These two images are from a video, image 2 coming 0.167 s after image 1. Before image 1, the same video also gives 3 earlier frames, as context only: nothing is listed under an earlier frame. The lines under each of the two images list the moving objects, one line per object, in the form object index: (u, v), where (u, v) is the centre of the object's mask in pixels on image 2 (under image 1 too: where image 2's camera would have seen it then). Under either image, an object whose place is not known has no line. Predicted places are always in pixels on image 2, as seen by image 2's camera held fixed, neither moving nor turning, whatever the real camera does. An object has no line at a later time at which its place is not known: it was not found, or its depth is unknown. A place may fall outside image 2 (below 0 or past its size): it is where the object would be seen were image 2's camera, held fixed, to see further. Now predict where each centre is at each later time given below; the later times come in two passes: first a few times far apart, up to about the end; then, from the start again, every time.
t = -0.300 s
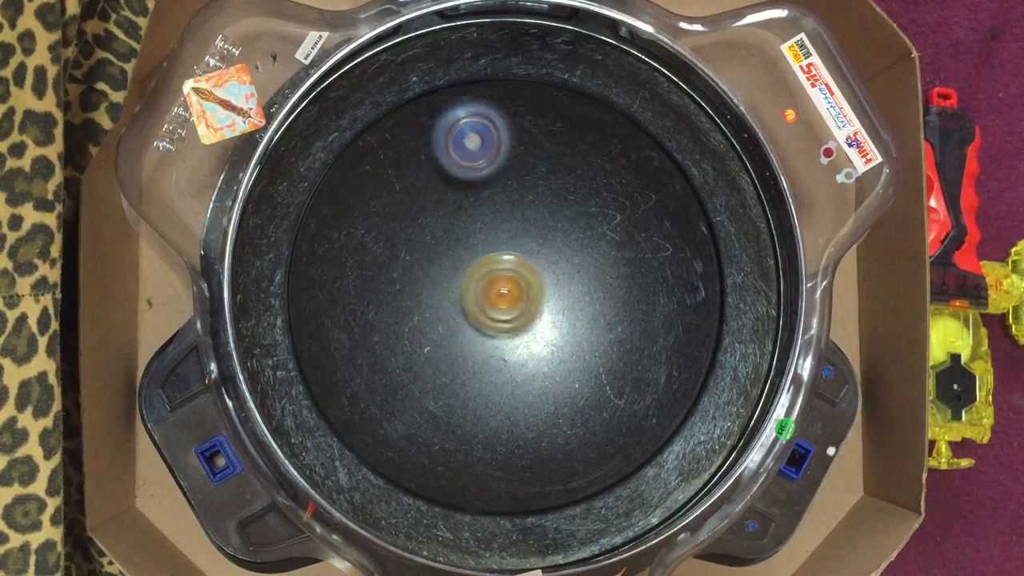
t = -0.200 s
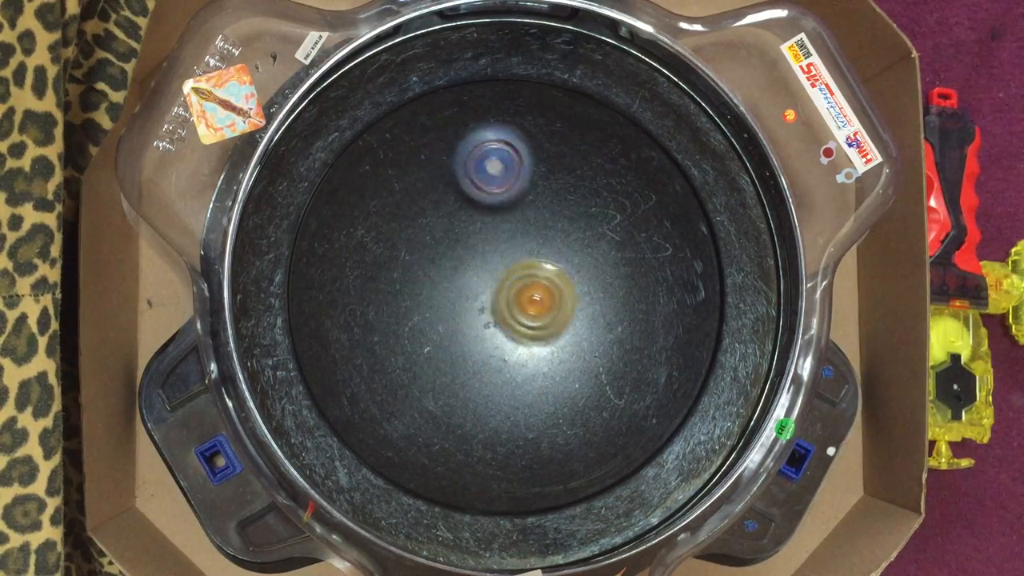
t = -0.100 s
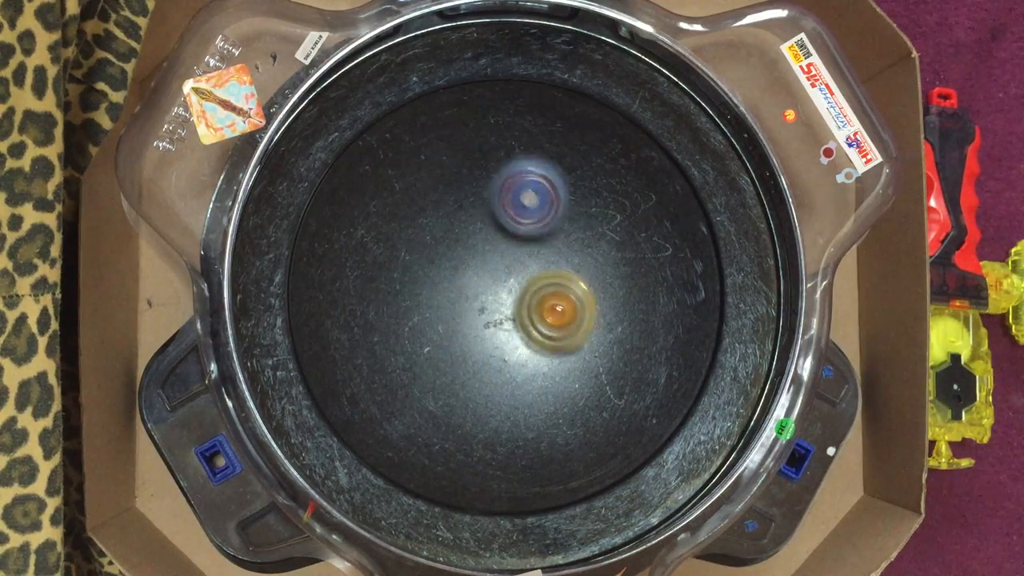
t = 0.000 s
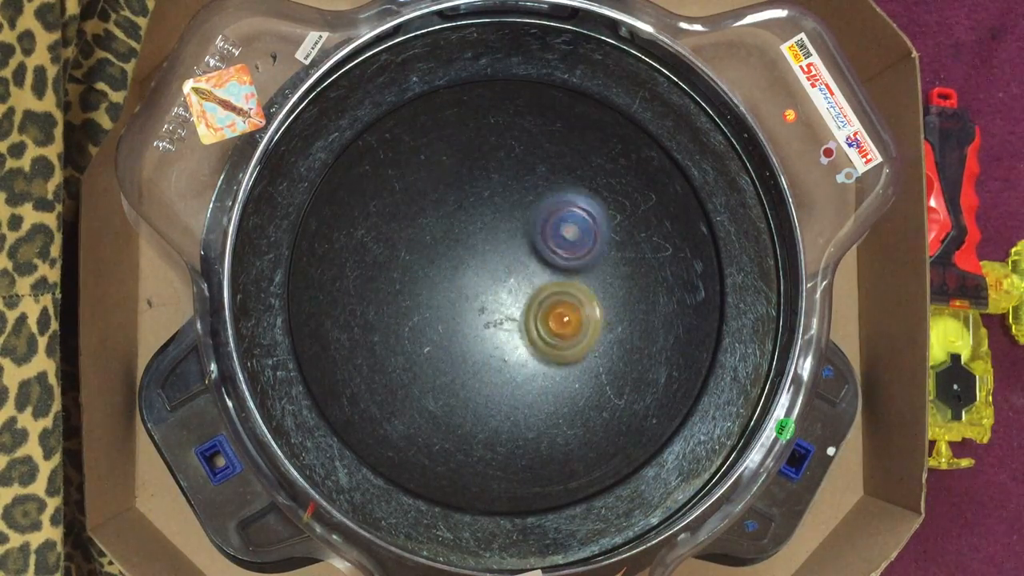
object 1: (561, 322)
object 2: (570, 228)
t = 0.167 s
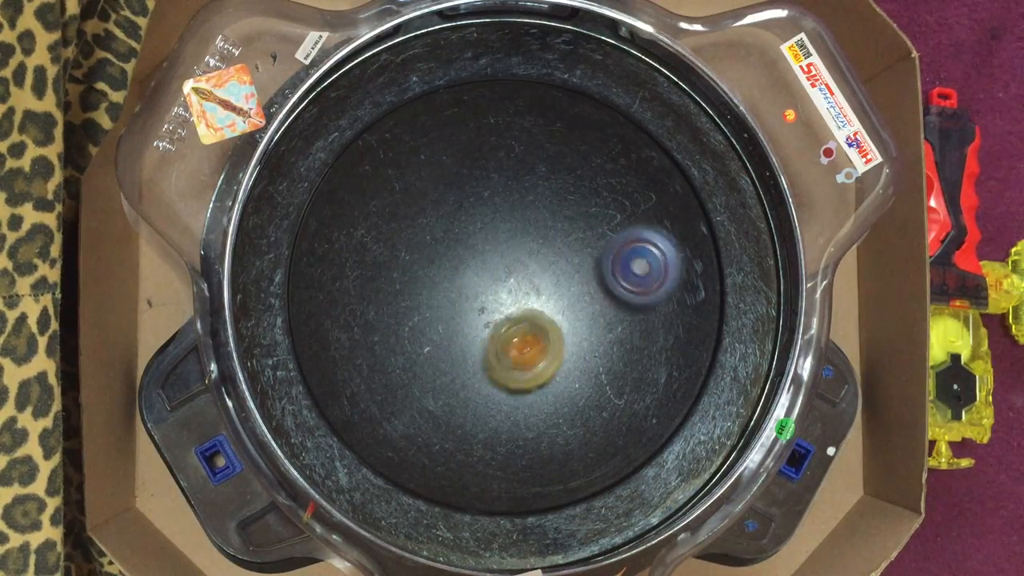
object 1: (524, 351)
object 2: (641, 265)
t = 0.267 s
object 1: (498, 365)
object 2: (664, 290)
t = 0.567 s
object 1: (423, 328)
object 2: (613, 347)
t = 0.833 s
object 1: (451, 254)
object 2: (500, 399)
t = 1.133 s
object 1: (544, 254)
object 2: (396, 398)
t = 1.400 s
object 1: (572, 329)
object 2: (388, 320)
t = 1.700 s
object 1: (505, 366)
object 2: (435, 204)
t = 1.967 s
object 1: (458, 305)
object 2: (509, 163)
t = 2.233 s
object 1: (494, 236)
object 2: (579, 209)
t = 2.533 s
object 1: (511, 261)
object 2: (642, 306)
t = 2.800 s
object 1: (492, 323)
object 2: (595, 384)
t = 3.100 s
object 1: (474, 321)
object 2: (484, 407)
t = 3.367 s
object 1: (504, 291)
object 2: (401, 355)
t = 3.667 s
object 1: (541, 304)
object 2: (391, 249)
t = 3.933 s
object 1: (521, 312)
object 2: (460, 186)
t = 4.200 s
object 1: (502, 283)
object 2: (557, 189)
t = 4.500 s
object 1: (513, 278)
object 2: (621, 272)
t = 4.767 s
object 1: (505, 292)
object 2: (595, 361)
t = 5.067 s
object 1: (496, 287)
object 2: (500, 401)
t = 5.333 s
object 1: (501, 289)
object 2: (420, 357)
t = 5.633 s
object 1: (500, 293)
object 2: (408, 256)
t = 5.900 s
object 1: (501, 296)
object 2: (468, 195)
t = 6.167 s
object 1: (502, 293)
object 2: (553, 203)
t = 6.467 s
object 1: (503, 297)
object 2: (603, 288)
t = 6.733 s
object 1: (503, 290)
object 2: (570, 365)
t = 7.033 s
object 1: (501, 299)
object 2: (480, 384)
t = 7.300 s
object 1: (507, 293)
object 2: (422, 324)
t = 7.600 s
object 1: (503, 299)
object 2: (438, 232)
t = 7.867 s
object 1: (510, 299)
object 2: (503, 185)
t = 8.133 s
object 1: (505, 298)
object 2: (572, 222)
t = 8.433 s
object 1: (492, 286)
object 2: (586, 318)
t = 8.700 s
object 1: (491, 285)
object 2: (521, 364)
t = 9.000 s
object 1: (502, 280)
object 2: (445, 354)
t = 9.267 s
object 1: (541, 296)
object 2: (418, 285)
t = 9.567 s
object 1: (515, 325)
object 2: (474, 231)
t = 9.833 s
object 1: (510, 344)
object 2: (518, 255)
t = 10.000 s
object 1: (501, 346)
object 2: (523, 285)
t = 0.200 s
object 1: (515, 357)
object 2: (651, 273)
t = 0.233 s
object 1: (508, 361)
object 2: (659, 282)
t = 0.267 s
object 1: (498, 365)
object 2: (664, 290)
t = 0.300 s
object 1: (489, 367)
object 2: (668, 299)
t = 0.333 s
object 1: (478, 367)
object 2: (668, 306)
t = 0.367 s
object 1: (469, 366)
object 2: (666, 312)
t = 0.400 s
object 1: (458, 363)
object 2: (661, 318)
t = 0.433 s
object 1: (449, 359)
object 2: (655, 324)
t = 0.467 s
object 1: (441, 352)
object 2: (647, 330)
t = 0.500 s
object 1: (432, 345)
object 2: (635, 337)
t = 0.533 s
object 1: (427, 337)
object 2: (626, 341)
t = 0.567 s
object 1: (423, 328)
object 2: (613, 347)
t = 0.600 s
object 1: (422, 319)
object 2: (596, 355)
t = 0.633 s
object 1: (421, 309)
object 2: (583, 361)
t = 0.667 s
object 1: (422, 298)
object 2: (569, 368)
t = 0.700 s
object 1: (425, 288)
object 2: (554, 375)
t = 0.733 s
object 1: (429, 278)
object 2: (540, 383)
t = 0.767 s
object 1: (435, 270)
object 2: (527, 389)
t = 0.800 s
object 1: (442, 261)
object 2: (512, 395)
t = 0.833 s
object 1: (451, 254)
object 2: (500, 399)
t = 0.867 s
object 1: (460, 248)
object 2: (487, 404)
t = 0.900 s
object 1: (470, 244)
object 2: (473, 409)
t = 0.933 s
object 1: (481, 240)
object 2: (462, 411)
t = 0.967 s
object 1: (491, 238)
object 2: (449, 412)
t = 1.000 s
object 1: (503, 238)
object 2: (435, 414)
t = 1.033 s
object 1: (513, 239)
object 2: (424, 411)
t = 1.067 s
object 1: (524, 243)
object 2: (413, 408)
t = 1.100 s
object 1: (535, 247)
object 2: (403, 404)
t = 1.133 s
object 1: (544, 254)
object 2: (396, 398)
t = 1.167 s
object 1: (552, 260)
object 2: (391, 391)
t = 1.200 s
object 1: (558, 269)
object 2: (387, 383)
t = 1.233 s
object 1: (565, 278)
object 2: (384, 375)
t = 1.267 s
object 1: (569, 287)
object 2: (383, 365)
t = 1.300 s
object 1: (573, 299)
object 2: (383, 355)
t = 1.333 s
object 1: (574, 309)
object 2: (384, 344)
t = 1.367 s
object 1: (573, 319)
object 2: (385, 333)
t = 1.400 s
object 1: (572, 329)
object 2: (388, 320)
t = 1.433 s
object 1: (568, 338)
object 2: (392, 307)
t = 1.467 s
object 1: (564, 346)
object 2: (396, 293)
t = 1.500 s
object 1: (556, 354)
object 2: (400, 279)
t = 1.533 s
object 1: (550, 360)
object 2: (404, 265)
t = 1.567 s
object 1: (541, 364)
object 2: (410, 251)
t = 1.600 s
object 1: (532, 368)
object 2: (416, 239)
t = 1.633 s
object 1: (524, 369)
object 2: (422, 226)
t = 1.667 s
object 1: (514, 369)
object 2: (428, 215)
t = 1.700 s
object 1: (505, 366)
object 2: (435, 204)
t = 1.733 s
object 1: (496, 362)
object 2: (443, 194)
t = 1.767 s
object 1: (488, 357)
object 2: (452, 185)
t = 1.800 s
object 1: (479, 350)
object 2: (461, 178)
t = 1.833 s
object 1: (473, 344)
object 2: (471, 171)
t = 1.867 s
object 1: (466, 334)
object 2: (480, 167)
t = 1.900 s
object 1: (462, 325)
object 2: (490, 164)
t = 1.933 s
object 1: (459, 314)
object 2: (499, 162)
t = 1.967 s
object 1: (458, 305)
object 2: (509, 163)
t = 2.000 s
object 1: (458, 293)
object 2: (518, 164)
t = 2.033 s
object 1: (459, 283)
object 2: (527, 167)
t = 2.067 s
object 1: (463, 274)
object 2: (536, 170)
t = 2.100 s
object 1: (466, 264)
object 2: (544, 177)
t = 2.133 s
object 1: (473, 256)
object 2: (553, 184)
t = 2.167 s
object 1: (478, 248)
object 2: (561, 191)
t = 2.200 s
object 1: (486, 242)
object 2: (570, 199)
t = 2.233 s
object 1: (494, 236)
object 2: (579, 209)
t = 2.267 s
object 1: (496, 232)
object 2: (594, 218)
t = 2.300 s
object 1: (496, 233)
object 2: (607, 229)
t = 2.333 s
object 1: (499, 234)
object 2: (617, 239)
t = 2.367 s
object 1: (499, 236)
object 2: (624, 250)
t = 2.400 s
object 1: (502, 238)
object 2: (631, 260)
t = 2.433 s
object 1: (504, 242)
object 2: (636, 272)
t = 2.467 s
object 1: (507, 247)
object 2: (639, 282)
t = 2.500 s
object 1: (510, 253)
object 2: (641, 294)
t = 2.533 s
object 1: (511, 261)
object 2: (642, 306)
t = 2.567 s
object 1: (512, 269)
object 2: (641, 317)
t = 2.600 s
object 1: (512, 278)
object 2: (640, 329)
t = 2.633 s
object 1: (510, 286)
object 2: (636, 339)
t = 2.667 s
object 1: (508, 296)
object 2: (630, 350)
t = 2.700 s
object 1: (503, 305)
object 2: (623, 360)
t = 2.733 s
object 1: (501, 313)
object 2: (615, 367)
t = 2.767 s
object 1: (496, 319)
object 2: (606, 376)
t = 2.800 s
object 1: (492, 323)
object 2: (595, 384)
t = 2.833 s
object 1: (487, 326)
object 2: (584, 391)
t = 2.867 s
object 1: (483, 330)
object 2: (571, 398)
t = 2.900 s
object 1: (479, 330)
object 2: (559, 402)
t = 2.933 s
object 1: (477, 330)
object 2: (547, 405)
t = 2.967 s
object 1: (476, 328)
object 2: (535, 409)
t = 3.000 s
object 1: (475, 328)
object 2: (520, 410)
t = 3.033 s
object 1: (474, 325)
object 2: (508, 411)
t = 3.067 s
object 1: (474, 324)
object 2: (496, 409)
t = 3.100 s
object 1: (474, 321)
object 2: (484, 407)
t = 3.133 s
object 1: (474, 318)
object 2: (471, 404)
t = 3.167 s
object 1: (477, 313)
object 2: (460, 400)
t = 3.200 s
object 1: (478, 309)
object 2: (447, 395)
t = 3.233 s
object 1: (481, 304)
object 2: (437, 388)
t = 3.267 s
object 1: (486, 300)
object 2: (427, 382)
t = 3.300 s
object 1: (491, 296)
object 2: (416, 374)
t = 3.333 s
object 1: (498, 293)
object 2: (409, 365)
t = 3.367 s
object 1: (504, 291)
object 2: (401, 355)
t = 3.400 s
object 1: (510, 291)
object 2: (395, 344)
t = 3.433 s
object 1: (517, 289)
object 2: (390, 333)
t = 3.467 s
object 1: (523, 291)
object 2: (385, 321)
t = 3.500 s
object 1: (529, 292)
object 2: (383, 309)
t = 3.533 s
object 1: (533, 295)
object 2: (381, 296)
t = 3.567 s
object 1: (536, 296)
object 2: (382, 285)
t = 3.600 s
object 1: (538, 300)
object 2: (384, 272)
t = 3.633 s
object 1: (540, 302)
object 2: (387, 260)
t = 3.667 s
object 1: (541, 304)
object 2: (391, 249)
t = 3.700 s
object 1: (540, 307)
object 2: (395, 238)
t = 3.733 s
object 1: (539, 309)
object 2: (401, 228)
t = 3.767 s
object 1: (537, 310)
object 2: (409, 219)
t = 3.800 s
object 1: (534, 311)
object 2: (418, 211)
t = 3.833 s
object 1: (532, 313)
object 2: (427, 203)
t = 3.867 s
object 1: (529, 312)
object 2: (437, 196)
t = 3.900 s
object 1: (525, 313)
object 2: (448, 190)
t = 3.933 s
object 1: (521, 312)
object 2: (460, 186)
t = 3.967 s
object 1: (516, 311)
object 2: (472, 182)
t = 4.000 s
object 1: (512, 308)
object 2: (485, 180)
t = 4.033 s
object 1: (509, 304)
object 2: (497, 178)
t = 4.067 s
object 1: (506, 300)
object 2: (510, 178)
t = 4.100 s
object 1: (504, 296)
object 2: (522, 178)
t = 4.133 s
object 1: (503, 291)
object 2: (534, 181)
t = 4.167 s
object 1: (503, 287)
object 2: (546, 185)
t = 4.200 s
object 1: (502, 283)
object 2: (557, 189)
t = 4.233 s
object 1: (505, 280)
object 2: (568, 195)
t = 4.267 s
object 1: (505, 277)
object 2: (578, 202)
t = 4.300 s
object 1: (507, 277)
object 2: (587, 209)
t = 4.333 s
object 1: (508, 275)
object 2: (596, 217)
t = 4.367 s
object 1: (510, 275)
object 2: (603, 227)
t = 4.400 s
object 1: (510, 276)
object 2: (609, 238)
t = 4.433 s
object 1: (512, 276)
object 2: (614, 249)
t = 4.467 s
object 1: (513, 278)
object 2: (618, 260)
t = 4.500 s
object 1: (513, 278)
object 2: (621, 272)
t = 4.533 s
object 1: (514, 281)
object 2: (621, 283)
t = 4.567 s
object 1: (515, 282)
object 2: (622, 294)
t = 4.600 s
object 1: (515, 285)
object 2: (621, 307)
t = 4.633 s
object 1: (513, 287)
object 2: (619, 320)
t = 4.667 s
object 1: (512, 288)
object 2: (615, 330)
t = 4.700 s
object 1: (509, 291)
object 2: (609, 343)
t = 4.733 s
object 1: (508, 292)
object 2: (603, 351)
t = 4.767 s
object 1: (505, 292)
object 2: (595, 361)
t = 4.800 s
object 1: (502, 292)
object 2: (587, 370)
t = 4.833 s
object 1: (500, 293)
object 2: (577, 378)
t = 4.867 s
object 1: (498, 291)
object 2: (568, 385)
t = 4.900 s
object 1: (497, 291)
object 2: (557, 391)
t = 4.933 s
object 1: (495, 289)
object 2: (547, 394)
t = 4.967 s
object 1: (496, 288)
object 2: (535, 399)
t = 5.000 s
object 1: (495, 288)
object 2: (523, 401)
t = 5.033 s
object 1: (497, 287)
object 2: (512, 402)
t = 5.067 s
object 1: (496, 287)
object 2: (500, 401)
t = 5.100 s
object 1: (497, 285)
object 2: (489, 400)
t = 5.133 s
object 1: (497, 287)
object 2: (478, 398)
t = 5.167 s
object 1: (497, 285)
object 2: (466, 393)
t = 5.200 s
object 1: (498, 287)
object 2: (455, 388)
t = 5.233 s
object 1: (499, 286)
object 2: (447, 382)
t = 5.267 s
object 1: (500, 287)
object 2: (437, 376)
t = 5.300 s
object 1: (500, 289)
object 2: (428, 366)
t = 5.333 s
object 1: (501, 289)
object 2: (420, 357)
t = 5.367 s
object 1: (500, 291)
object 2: (414, 346)
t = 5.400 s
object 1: (500, 292)
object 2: (409, 336)
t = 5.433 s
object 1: (501, 293)
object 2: (405, 325)
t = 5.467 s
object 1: (500, 293)
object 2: (404, 314)
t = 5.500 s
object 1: (500, 294)
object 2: (402, 302)
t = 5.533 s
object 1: (499, 294)
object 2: (402, 290)
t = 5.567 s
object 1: (500, 293)
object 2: (403, 278)
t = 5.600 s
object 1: (500, 294)
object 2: (404, 267)
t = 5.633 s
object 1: (500, 293)
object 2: (408, 256)
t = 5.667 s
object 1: (501, 294)
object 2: (412, 245)
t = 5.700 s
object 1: (501, 294)
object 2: (418, 235)
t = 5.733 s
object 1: (501, 295)
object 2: (423, 226)
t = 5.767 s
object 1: (501, 296)
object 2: (430, 218)
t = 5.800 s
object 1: (500, 294)
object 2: (439, 211)
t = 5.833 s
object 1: (501, 297)
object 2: (448, 204)
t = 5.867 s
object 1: (500, 296)
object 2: (457, 199)
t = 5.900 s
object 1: (501, 296)
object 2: (468, 195)
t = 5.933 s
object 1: (500, 297)
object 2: (478, 191)
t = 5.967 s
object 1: (501, 295)
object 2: (488, 190)
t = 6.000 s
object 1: (500, 296)
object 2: (500, 189)
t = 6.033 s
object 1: (499, 295)
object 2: (511, 189)
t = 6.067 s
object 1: (500, 294)
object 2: (522, 191)
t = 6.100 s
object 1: (500, 294)
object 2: (533, 194)
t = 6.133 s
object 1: (501, 292)
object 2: (543, 198)
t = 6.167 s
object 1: (502, 293)
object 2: (553, 203)
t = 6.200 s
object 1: (503, 292)
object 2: (563, 209)
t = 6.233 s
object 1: (504, 292)
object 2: (571, 217)
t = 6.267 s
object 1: (504, 293)
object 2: (580, 226)
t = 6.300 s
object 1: (506, 294)
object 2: (586, 234)
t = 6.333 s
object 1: (505, 296)
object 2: (593, 245)
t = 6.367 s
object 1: (505, 296)
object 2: (597, 254)
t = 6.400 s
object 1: (505, 298)
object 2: (600, 265)
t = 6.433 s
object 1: (503, 298)
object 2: (604, 278)
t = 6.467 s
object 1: (503, 297)
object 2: (603, 288)
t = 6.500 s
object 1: (501, 299)
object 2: (603, 298)
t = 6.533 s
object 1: (500, 297)
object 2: (601, 310)
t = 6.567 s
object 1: (500, 296)
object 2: (599, 321)
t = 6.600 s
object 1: (498, 295)
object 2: (596, 333)
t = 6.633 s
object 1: (499, 293)
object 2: (590, 342)
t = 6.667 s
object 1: (500, 292)
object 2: (585, 350)
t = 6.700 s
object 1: (501, 290)
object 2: (577, 358)
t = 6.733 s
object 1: (503, 290)
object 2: (570, 365)
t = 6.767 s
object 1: (504, 291)
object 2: (561, 373)
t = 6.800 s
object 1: (507, 292)
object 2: (551, 378)
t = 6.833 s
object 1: (508, 294)
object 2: (541, 384)
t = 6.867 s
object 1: (508, 295)
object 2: (531, 387)
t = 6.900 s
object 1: (508, 298)
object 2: (520, 388)
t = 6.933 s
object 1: (506, 300)
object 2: (509, 388)
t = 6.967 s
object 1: (505, 300)
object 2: (500, 388)
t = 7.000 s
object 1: (503, 300)
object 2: (489, 386)
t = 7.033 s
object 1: (501, 299)
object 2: (480, 384)
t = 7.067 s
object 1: (501, 297)
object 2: (471, 380)
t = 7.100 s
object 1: (499, 296)
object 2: (461, 374)
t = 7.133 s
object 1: (499, 293)
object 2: (452, 367)
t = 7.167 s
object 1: (501, 292)
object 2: (444, 360)
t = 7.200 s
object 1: (503, 291)
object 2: (435, 352)
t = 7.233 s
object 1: (506, 289)
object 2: (430, 344)
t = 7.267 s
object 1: (508, 292)
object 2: (425, 335)
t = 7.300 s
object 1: (507, 293)
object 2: (422, 324)
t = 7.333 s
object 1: (510, 297)
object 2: (420, 313)
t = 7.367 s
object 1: (510, 299)
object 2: (418, 302)
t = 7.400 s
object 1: (509, 298)
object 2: (417, 291)
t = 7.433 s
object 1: (507, 302)
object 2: (417, 280)
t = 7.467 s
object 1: (505, 302)
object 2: (421, 270)
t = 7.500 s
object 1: (503, 301)
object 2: (424, 260)
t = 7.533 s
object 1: (503, 301)
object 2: (428, 250)
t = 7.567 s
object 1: (500, 299)
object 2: (432, 242)
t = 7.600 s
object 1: (503, 299)
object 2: (438, 232)
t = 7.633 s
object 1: (505, 300)
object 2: (444, 223)
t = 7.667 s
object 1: (506, 298)
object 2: (450, 213)
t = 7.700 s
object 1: (507, 296)
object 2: (457, 206)
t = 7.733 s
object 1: (509, 295)
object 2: (466, 200)
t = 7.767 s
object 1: (510, 295)
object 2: (475, 194)
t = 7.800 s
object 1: (510, 297)
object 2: (484, 190)
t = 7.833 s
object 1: (509, 298)
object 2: (493, 187)
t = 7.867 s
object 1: (510, 299)
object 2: (503, 185)
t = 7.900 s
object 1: (511, 301)
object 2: (513, 185)
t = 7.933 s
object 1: (510, 299)
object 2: (523, 186)
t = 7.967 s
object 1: (509, 301)
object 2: (533, 189)
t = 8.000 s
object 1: (508, 302)
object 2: (542, 194)
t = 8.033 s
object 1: (509, 301)
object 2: (552, 199)
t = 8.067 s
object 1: (508, 300)
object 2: (560, 206)
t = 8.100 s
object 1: (505, 300)
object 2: (566, 213)
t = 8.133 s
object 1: (505, 298)
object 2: (572, 222)
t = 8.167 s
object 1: (507, 299)
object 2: (577, 232)
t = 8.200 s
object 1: (507, 297)
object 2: (582, 243)
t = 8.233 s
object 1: (506, 294)
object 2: (585, 253)
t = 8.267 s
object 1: (500, 291)
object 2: (593, 264)
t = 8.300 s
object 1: (495, 290)
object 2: (596, 277)
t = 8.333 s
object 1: (492, 289)
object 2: (595, 288)
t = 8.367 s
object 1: (492, 287)
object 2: (594, 297)
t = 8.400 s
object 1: (492, 285)
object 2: (591, 308)
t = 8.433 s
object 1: (492, 286)
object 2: (586, 318)
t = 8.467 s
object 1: (492, 287)
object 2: (582, 326)
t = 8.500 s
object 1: (493, 288)
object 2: (576, 333)
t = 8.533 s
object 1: (492, 288)
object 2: (567, 341)
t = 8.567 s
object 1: (491, 289)
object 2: (559, 347)
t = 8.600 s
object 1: (491, 289)
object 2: (549, 352)
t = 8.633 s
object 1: (489, 288)
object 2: (540, 358)
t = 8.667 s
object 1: (490, 286)
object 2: (531, 362)
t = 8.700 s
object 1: (491, 285)
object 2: (521, 364)
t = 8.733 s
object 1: (492, 285)
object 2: (510, 366)
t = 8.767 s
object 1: (494, 279)
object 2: (502, 374)
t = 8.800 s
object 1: (497, 273)
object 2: (490, 375)
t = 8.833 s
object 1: (501, 272)
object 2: (481, 375)
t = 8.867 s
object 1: (506, 273)
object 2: (473, 374)
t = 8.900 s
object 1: (507, 275)
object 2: (465, 371)
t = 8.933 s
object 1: (507, 277)
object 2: (457, 366)
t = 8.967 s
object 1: (505, 280)
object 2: (450, 360)
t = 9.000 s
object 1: (502, 280)
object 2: (445, 354)
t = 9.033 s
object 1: (501, 278)
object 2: (441, 346)
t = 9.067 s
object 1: (501, 278)
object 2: (437, 336)
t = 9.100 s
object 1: (501, 277)
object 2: (435, 326)
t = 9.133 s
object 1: (508, 278)
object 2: (425, 319)
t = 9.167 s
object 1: (520, 277)
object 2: (417, 311)
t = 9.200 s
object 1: (533, 282)
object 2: (416, 301)
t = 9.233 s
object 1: (540, 289)
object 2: (415, 293)
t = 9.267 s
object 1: (541, 296)
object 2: (418, 285)
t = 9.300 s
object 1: (539, 301)
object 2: (420, 277)
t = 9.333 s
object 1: (536, 303)
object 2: (425, 271)
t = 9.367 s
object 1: (533, 306)
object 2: (429, 264)
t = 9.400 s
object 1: (530, 306)
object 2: (435, 258)
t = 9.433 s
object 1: (528, 306)
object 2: (443, 254)
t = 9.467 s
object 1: (526, 306)
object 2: (451, 251)
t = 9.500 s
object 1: (523, 306)
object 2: (460, 249)
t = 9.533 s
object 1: (519, 313)
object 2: (468, 245)
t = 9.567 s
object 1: (515, 325)
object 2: (474, 231)
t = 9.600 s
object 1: (512, 336)
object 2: (480, 223)
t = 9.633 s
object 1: (510, 342)
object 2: (488, 220)
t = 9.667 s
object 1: (510, 345)
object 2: (496, 220)
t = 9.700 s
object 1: (510, 344)
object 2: (503, 228)
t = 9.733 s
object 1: (510, 344)
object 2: (508, 234)
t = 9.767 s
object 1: (510, 344)
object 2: (512, 240)
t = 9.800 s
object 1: (510, 344)
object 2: (517, 248)
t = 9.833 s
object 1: (510, 344)
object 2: (518, 255)
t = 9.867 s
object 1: (510, 344)
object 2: (520, 266)
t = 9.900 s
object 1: (509, 344)
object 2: (521, 272)
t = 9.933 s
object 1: (507, 345)
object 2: (523, 277)
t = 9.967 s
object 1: (503, 345)
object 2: (523, 281)
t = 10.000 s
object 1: (501, 346)
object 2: (523, 285)
